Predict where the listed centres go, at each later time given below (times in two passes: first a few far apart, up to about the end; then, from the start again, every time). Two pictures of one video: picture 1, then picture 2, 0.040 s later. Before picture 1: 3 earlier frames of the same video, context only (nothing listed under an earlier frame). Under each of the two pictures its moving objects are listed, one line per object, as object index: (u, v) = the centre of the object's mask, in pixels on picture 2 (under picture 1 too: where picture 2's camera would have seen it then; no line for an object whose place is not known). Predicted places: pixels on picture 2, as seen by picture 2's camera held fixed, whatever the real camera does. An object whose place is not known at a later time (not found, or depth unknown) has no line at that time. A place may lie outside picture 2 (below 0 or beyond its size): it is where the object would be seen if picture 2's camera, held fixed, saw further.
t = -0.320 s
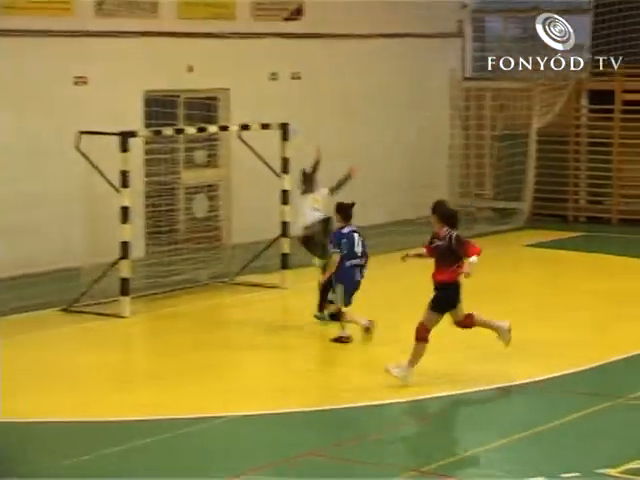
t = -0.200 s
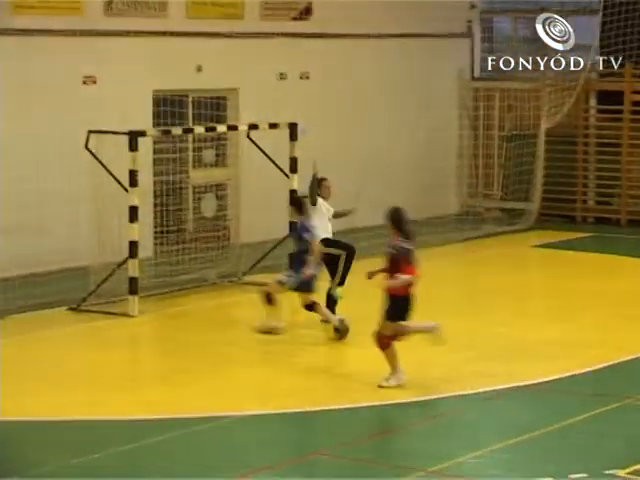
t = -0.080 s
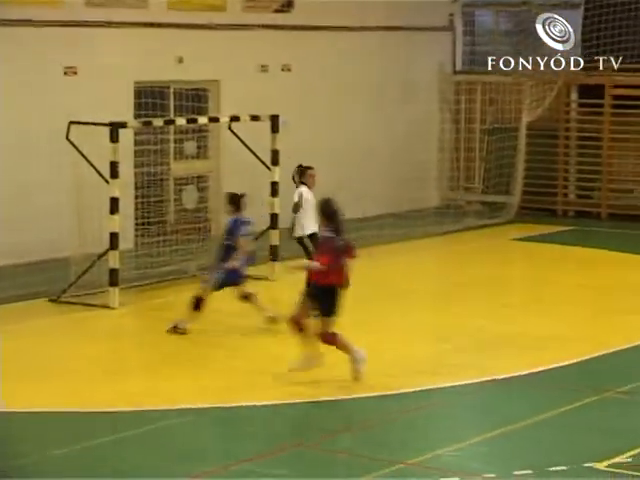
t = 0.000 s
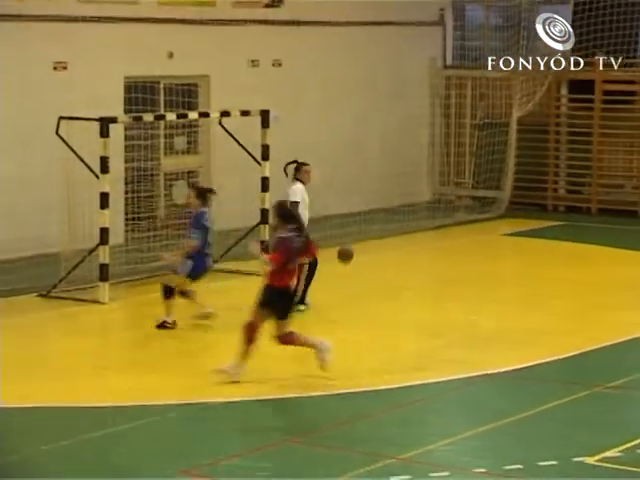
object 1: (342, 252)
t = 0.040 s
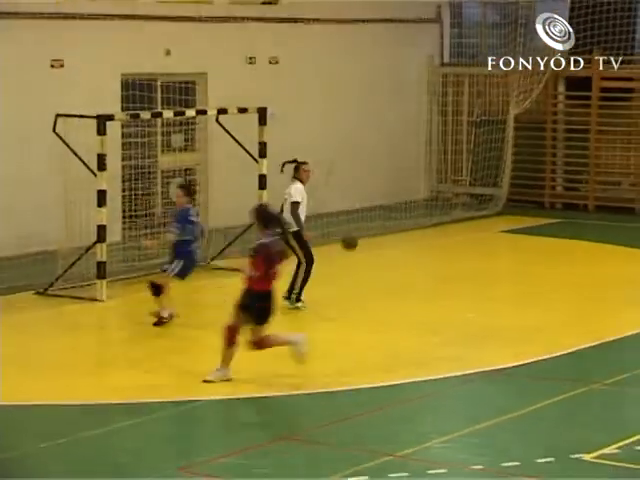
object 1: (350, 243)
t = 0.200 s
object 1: (376, 220)
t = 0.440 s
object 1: (417, 233)
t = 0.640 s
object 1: (452, 289)
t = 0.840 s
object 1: (490, 330)
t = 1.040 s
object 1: (531, 292)
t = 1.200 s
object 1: (564, 293)
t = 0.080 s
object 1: (355, 235)
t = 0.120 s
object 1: (362, 229)
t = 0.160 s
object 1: (369, 223)
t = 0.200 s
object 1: (376, 220)
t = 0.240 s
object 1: (383, 219)
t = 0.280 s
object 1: (390, 218)
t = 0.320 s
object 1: (396, 219)
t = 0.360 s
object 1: (403, 222)
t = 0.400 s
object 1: (410, 227)
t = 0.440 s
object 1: (417, 233)
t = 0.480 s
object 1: (424, 240)
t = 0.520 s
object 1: (431, 250)
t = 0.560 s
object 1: (438, 261)
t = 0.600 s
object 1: (445, 274)
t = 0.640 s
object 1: (452, 289)
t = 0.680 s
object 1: (459, 306)
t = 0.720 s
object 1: (467, 324)
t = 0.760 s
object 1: (474, 344)
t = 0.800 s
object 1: (482, 342)
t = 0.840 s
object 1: (490, 330)
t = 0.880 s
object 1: (498, 319)
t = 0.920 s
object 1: (507, 310)
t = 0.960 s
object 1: (514, 303)
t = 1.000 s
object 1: (523, 297)
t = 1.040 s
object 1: (531, 292)
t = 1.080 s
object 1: (539, 290)
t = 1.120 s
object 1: (547, 289)
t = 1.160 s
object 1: (555, 290)
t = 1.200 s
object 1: (564, 293)
